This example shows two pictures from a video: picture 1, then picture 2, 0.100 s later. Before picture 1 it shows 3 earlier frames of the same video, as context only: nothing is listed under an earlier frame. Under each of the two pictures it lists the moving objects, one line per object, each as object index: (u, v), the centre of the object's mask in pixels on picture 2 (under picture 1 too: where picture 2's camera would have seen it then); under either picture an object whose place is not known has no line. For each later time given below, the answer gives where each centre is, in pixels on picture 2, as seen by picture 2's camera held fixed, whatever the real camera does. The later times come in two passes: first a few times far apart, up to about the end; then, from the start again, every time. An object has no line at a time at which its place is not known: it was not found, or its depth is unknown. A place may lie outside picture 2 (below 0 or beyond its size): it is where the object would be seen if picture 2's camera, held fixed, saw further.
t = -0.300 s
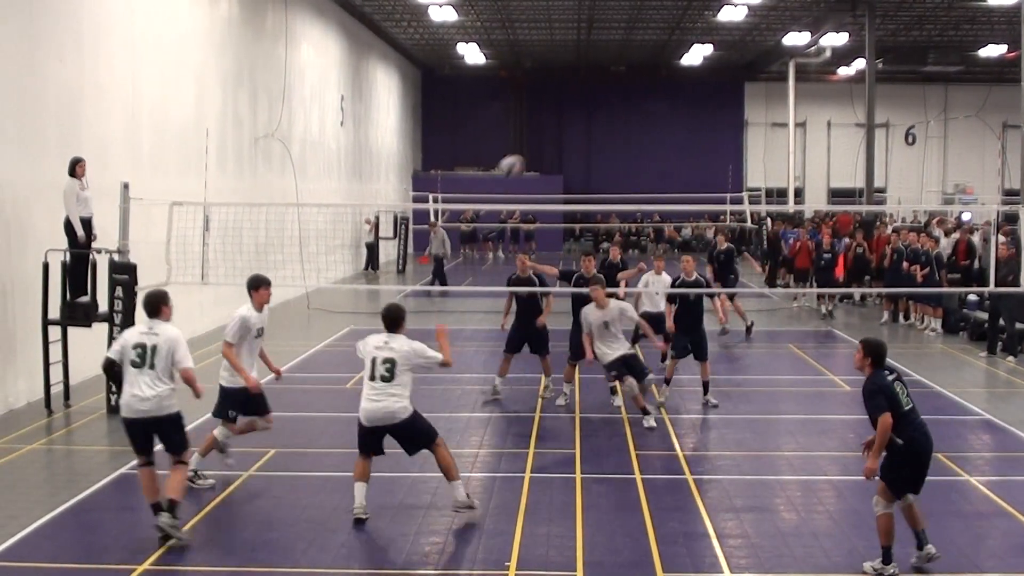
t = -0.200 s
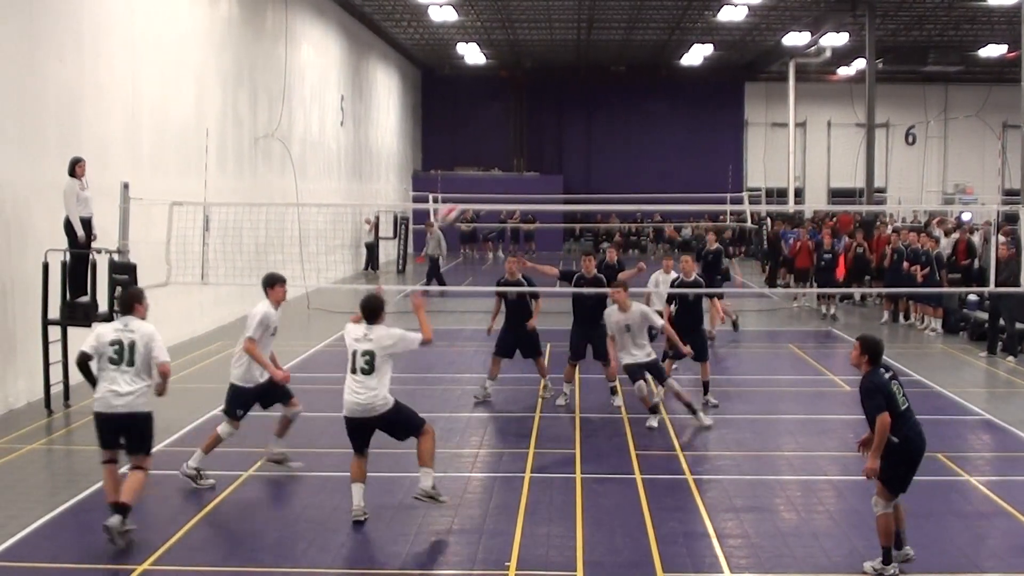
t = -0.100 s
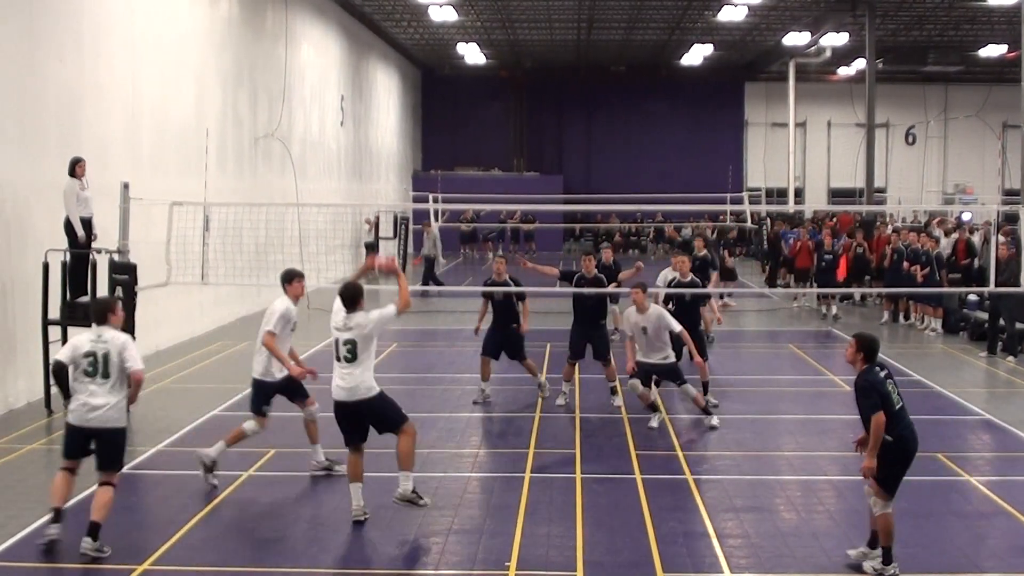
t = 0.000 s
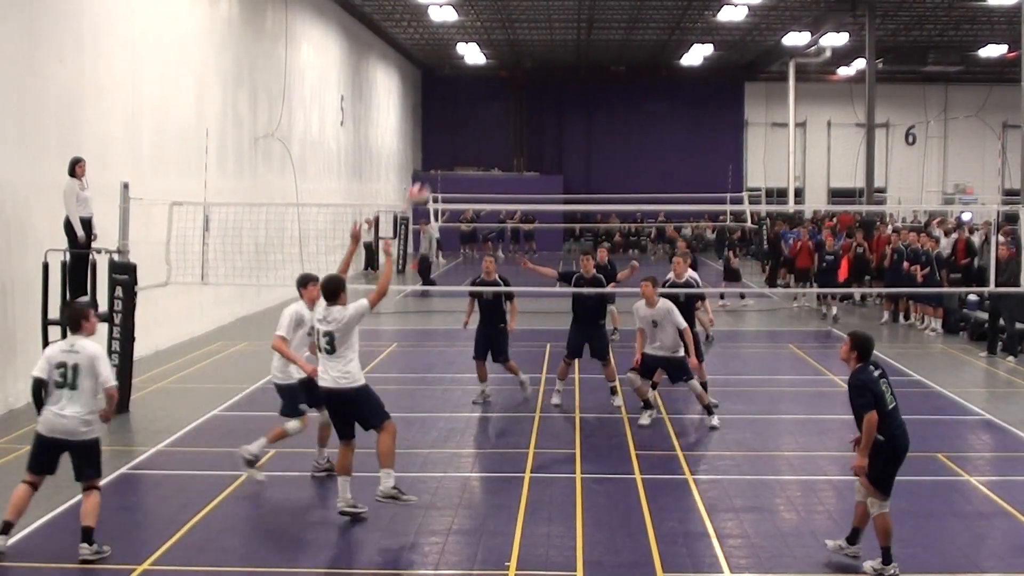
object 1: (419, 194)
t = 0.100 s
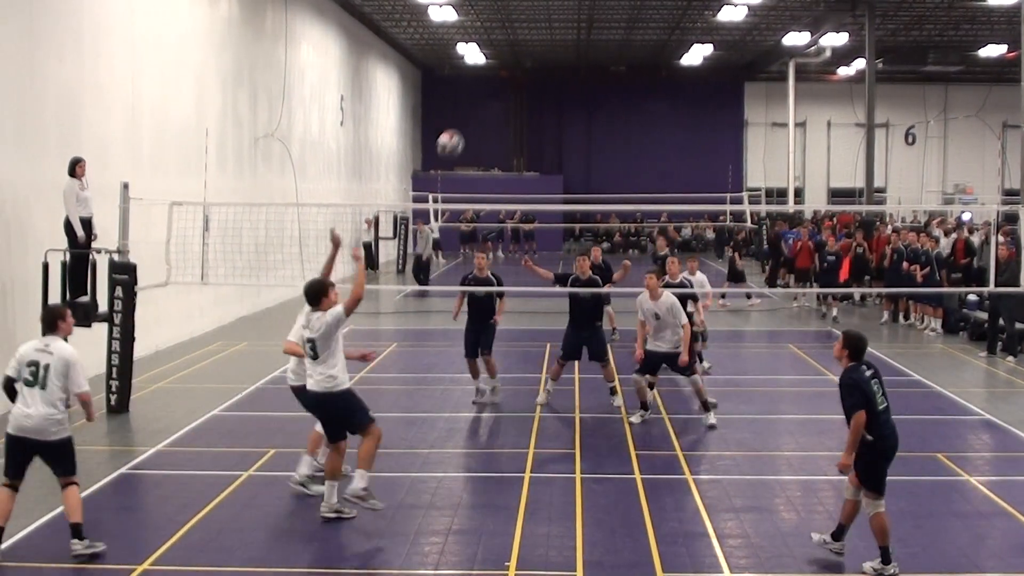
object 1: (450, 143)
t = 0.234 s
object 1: (489, 94)
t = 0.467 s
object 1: (553, 60)
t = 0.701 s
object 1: (610, 86)
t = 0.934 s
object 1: (662, 162)
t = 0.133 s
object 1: (460, 129)
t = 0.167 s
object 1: (470, 116)
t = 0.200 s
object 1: (480, 104)
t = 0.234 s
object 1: (489, 94)
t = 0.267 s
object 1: (499, 85)
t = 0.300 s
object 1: (508, 78)
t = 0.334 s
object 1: (517, 72)
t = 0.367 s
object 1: (527, 68)
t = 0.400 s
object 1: (535, 64)
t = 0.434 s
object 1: (544, 61)
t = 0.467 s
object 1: (553, 60)
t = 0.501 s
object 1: (562, 61)
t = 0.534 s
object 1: (570, 62)
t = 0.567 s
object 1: (579, 64)
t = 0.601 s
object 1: (587, 68)
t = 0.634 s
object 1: (595, 73)
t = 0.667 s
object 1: (603, 79)
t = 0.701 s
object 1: (610, 86)
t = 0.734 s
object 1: (618, 94)
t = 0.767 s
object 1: (626, 104)
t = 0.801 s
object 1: (634, 113)
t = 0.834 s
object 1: (641, 124)
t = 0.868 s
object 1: (649, 136)
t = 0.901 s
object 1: (656, 149)
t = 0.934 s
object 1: (662, 162)
